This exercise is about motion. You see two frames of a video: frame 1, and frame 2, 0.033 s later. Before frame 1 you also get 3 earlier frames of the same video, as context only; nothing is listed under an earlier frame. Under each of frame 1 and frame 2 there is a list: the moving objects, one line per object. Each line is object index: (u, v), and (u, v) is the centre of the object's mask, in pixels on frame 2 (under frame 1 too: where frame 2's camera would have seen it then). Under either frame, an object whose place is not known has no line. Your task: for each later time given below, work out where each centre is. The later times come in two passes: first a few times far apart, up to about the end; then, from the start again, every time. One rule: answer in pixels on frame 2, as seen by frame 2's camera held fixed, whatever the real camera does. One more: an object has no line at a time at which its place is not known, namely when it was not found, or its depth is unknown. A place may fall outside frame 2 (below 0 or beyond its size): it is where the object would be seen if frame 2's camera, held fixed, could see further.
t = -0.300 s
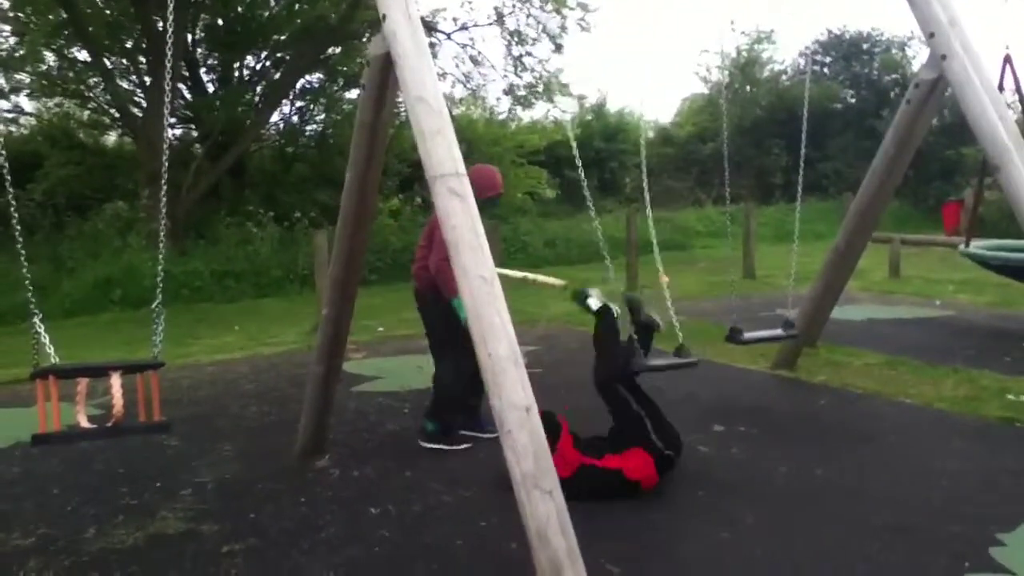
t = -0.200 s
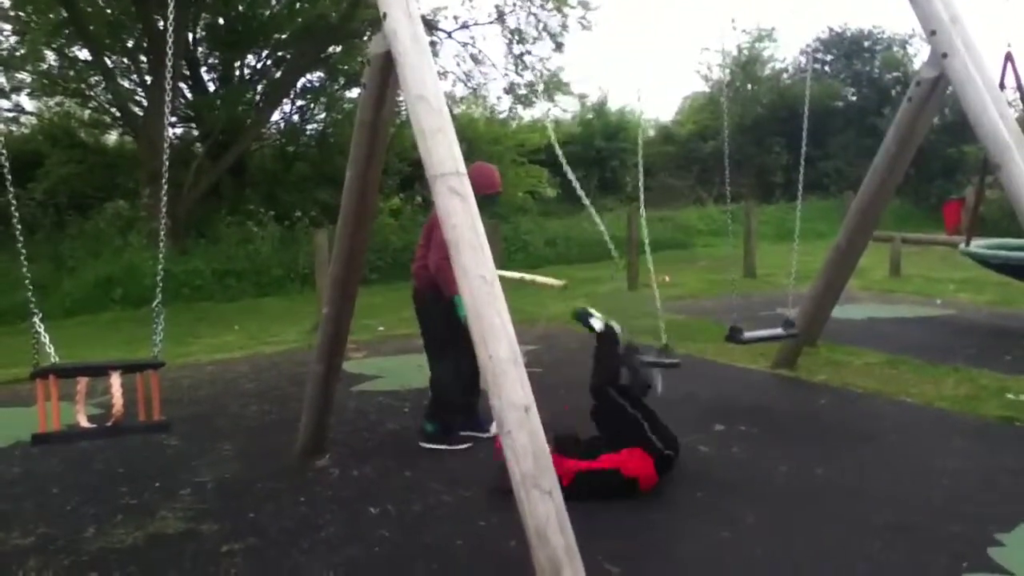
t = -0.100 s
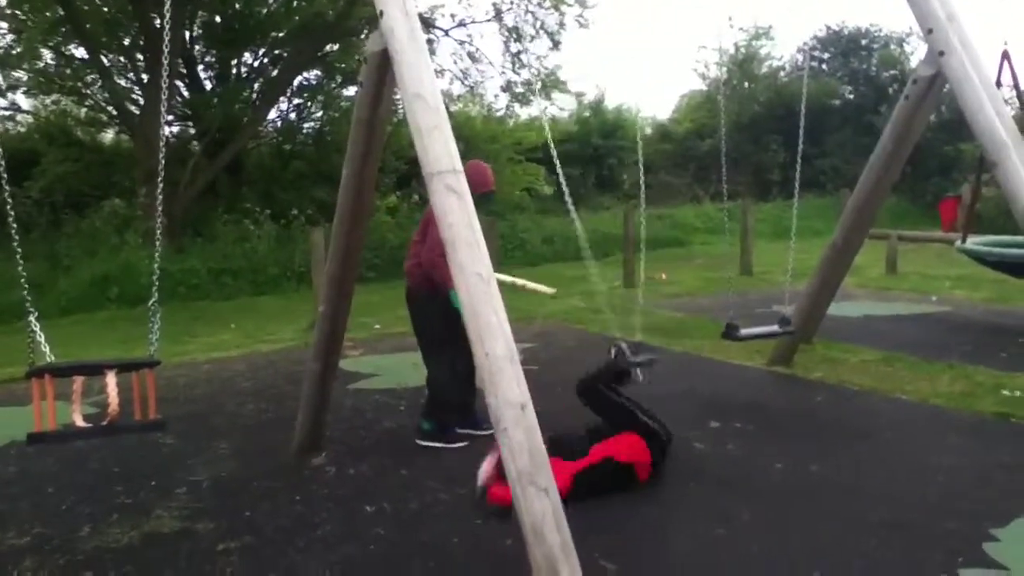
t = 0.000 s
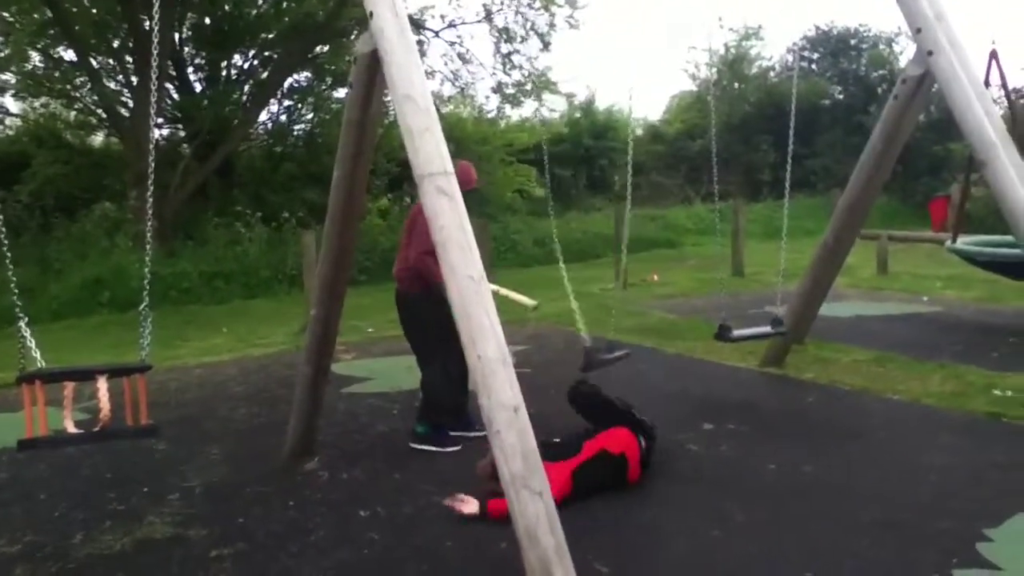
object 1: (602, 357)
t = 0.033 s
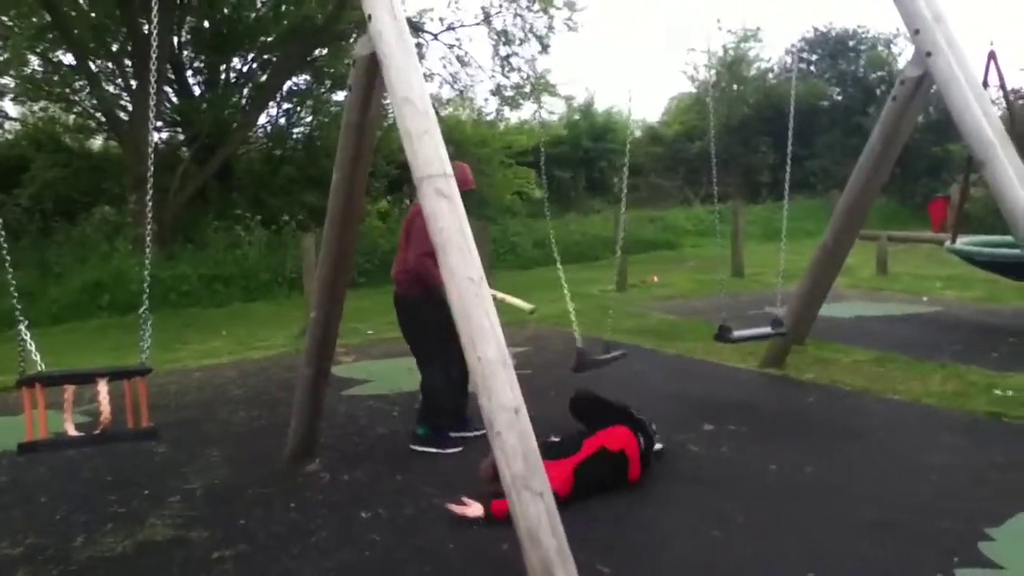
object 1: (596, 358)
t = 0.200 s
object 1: (567, 356)
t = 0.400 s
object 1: (542, 341)
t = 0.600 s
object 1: (530, 333)
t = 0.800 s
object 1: (523, 330)
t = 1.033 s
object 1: (528, 335)
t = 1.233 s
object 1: (532, 343)
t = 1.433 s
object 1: (546, 355)
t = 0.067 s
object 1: (590, 358)
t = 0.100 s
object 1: (583, 360)
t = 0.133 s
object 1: (580, 360)
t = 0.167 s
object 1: (573, 359)
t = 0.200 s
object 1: (567, 356)
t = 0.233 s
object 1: (563, 353)
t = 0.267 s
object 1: (555, 350)
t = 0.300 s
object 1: (550, 348)
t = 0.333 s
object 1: (548, 347)
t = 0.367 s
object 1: (545, 344)
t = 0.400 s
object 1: (542, 341)
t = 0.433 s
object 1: (541, 340)
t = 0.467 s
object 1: (537, 336)
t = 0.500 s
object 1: (536, 334)
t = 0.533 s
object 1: (532, 333)
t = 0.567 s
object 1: (531, 333)
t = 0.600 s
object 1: (530, 333)
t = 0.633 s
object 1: (527, 332)
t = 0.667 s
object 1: (526, 331)
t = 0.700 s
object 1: (525, 330)
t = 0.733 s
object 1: (524, 330)
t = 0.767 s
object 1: (524, 330)
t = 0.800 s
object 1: (523, 330)
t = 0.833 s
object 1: (523, 330)
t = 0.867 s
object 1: (522, 329)
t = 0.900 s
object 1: (524, 328)
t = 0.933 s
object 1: (525, 328)
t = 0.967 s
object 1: (525, 329)
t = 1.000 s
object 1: (526, 332)
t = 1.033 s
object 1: (528, 335)
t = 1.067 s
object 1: (530, 337)
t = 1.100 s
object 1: (531, 339)
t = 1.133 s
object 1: (532, 340)
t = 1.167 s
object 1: (531, 340)
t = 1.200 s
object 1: (532, 341)
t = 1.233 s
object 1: (532, 343)
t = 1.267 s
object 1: (536, 346)
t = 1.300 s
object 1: (537, 347)
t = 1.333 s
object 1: (540, 349)
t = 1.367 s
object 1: (542, 350)
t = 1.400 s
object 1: (544, 352)
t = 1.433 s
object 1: (546, 355)
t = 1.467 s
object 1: (552, 364)
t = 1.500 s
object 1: (565, 366)
